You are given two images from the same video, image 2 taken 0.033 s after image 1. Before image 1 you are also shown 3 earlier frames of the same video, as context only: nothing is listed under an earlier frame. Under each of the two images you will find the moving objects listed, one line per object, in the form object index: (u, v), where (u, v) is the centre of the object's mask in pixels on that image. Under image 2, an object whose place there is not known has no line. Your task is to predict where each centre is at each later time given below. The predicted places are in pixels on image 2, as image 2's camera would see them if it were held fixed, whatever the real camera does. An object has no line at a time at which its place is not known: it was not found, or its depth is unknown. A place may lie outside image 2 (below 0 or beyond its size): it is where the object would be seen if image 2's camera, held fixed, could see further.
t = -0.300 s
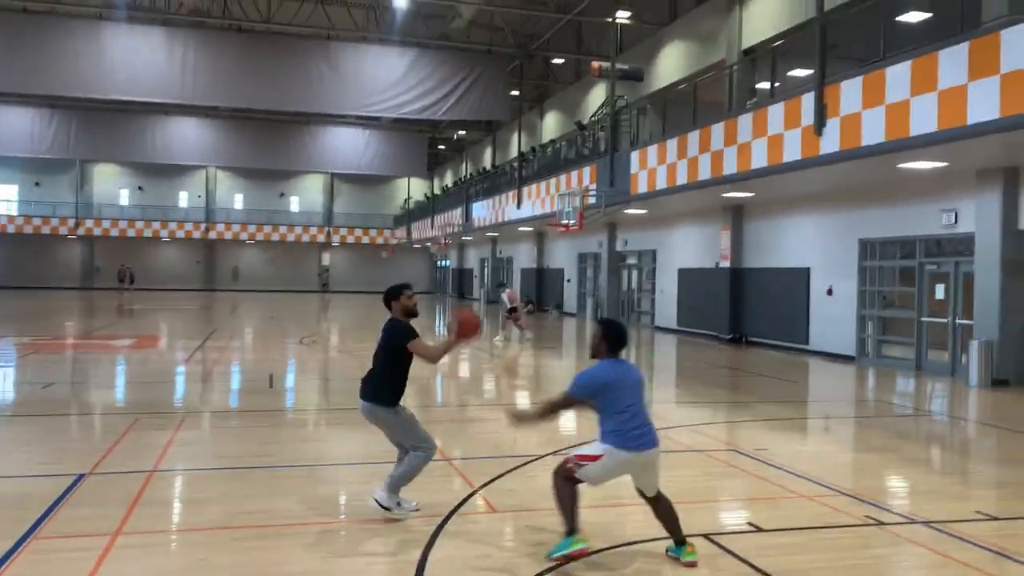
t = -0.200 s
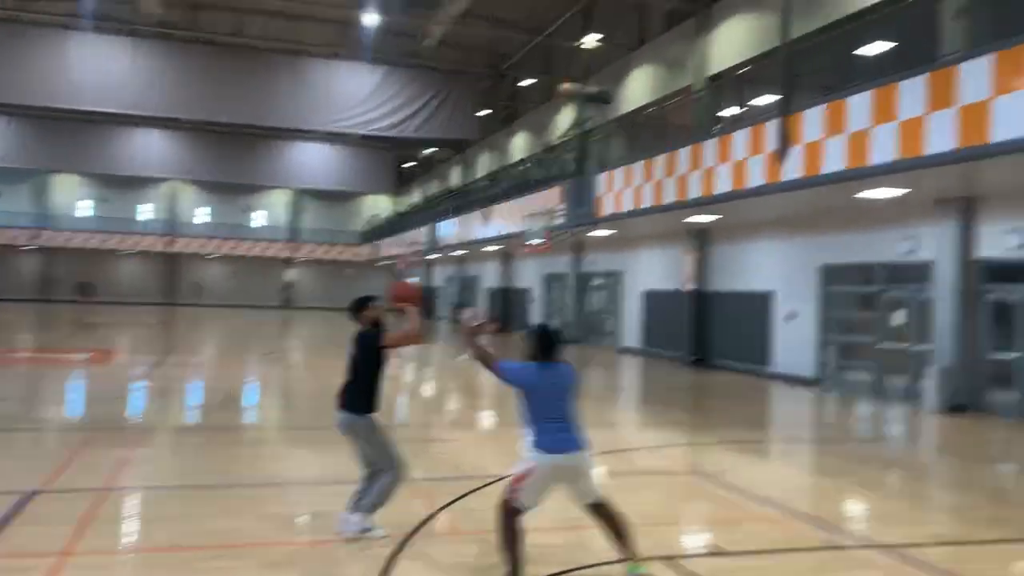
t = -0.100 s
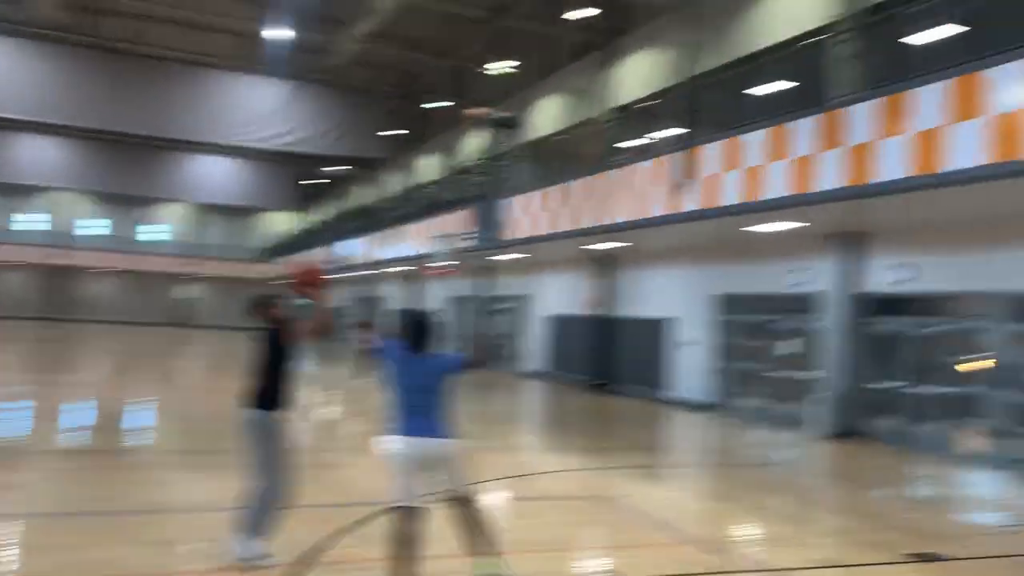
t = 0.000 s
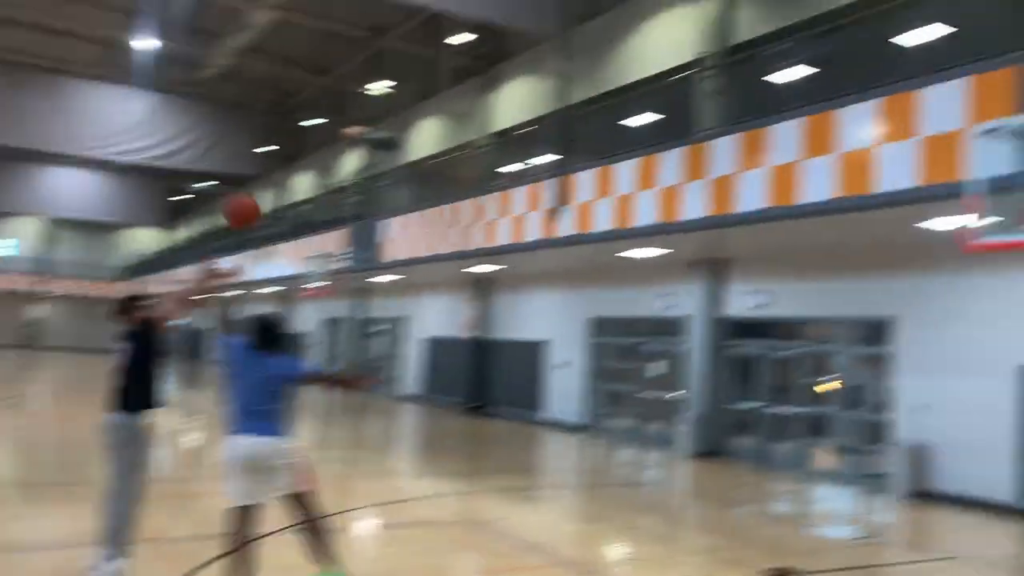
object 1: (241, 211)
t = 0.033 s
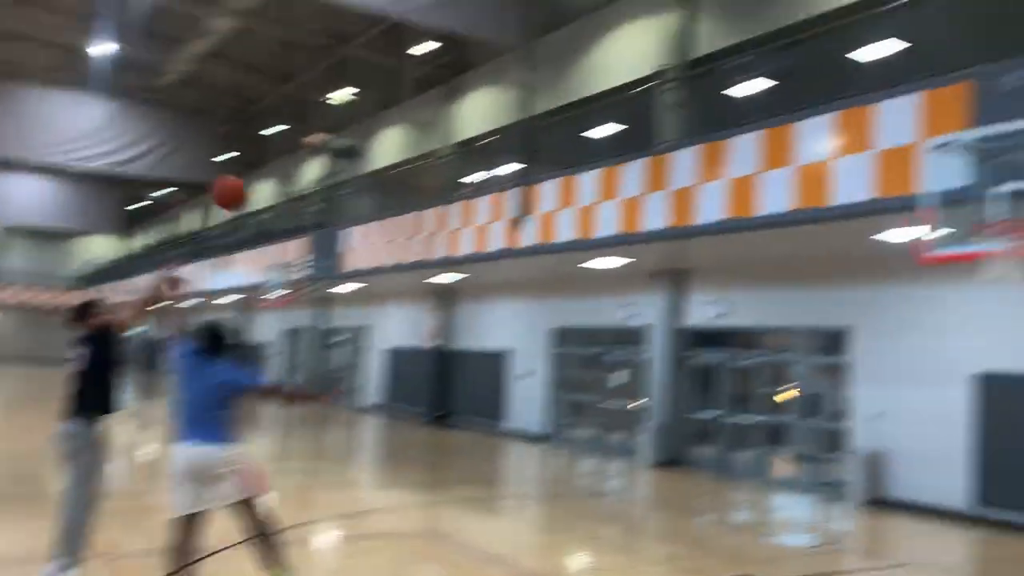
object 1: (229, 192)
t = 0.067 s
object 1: (257, 166)
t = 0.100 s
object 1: (284, 143)
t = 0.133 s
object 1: (310, 120)
